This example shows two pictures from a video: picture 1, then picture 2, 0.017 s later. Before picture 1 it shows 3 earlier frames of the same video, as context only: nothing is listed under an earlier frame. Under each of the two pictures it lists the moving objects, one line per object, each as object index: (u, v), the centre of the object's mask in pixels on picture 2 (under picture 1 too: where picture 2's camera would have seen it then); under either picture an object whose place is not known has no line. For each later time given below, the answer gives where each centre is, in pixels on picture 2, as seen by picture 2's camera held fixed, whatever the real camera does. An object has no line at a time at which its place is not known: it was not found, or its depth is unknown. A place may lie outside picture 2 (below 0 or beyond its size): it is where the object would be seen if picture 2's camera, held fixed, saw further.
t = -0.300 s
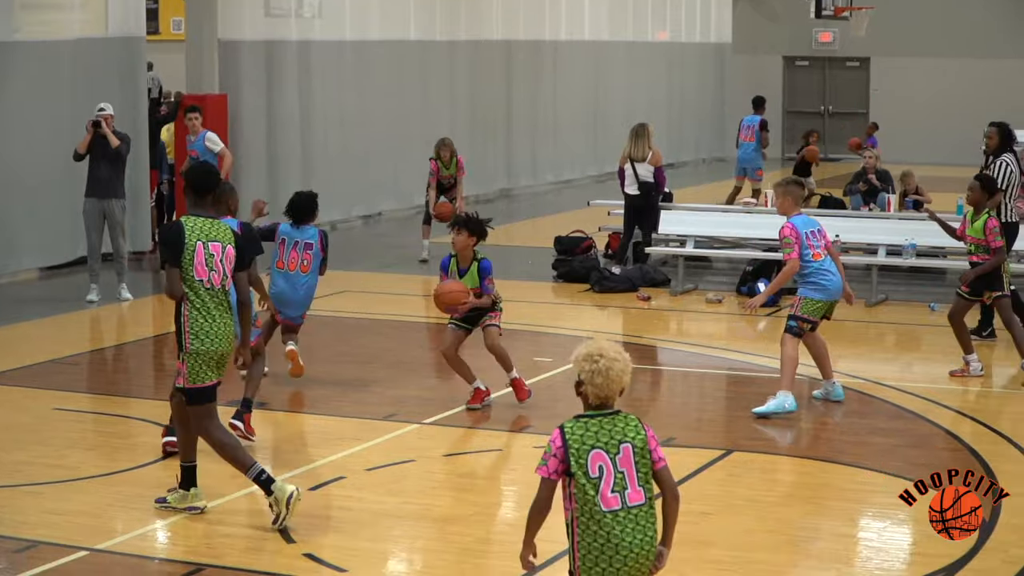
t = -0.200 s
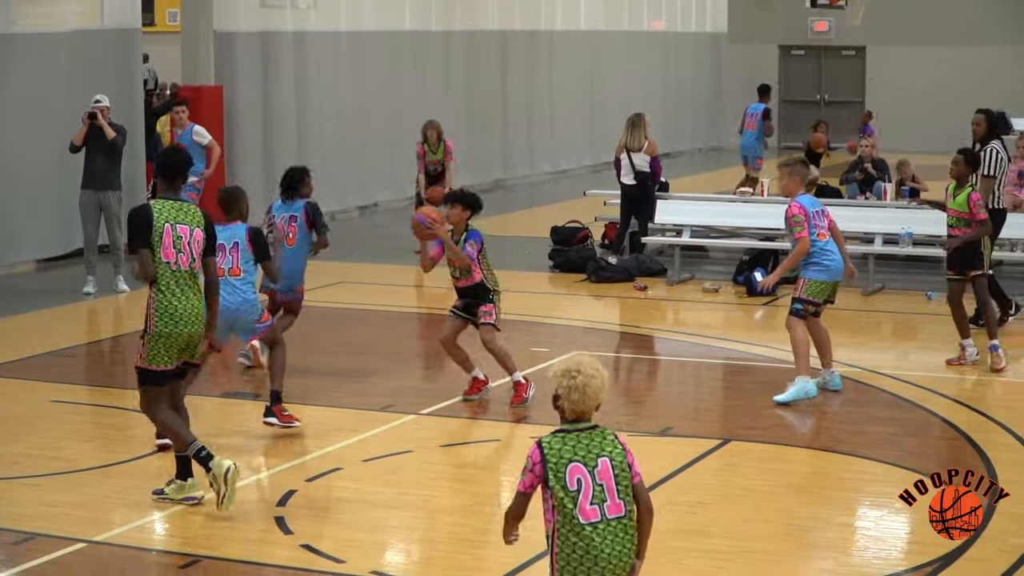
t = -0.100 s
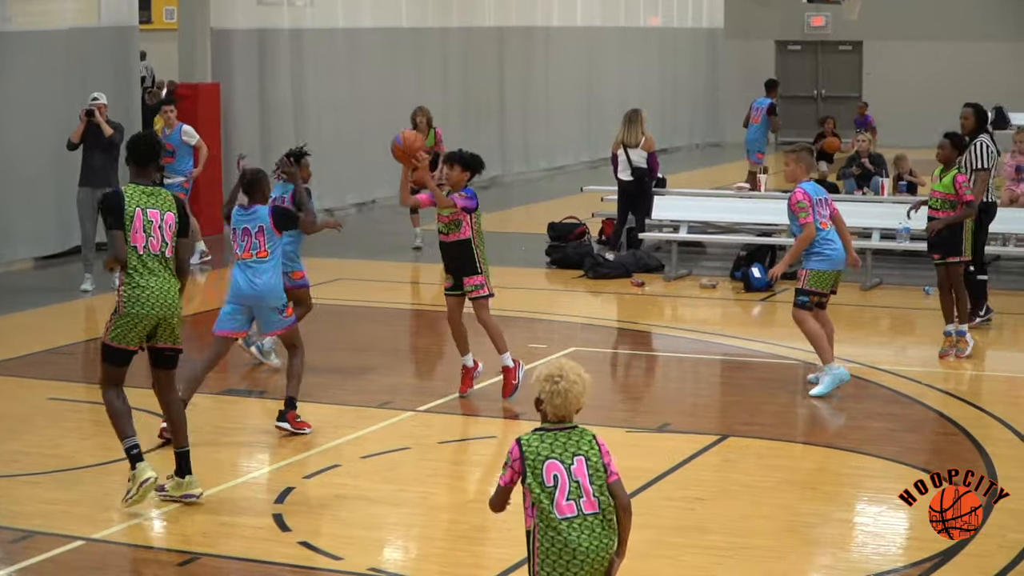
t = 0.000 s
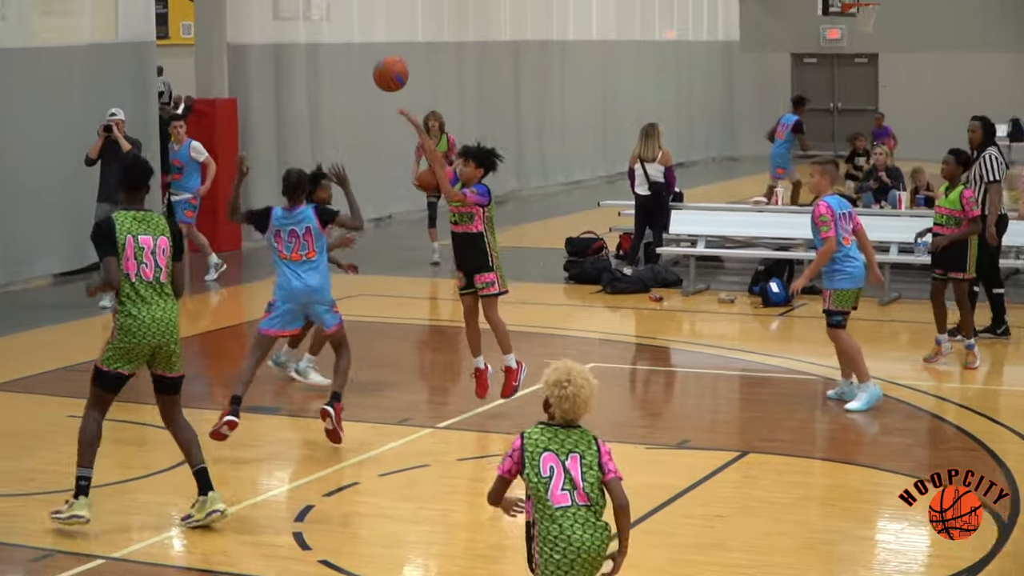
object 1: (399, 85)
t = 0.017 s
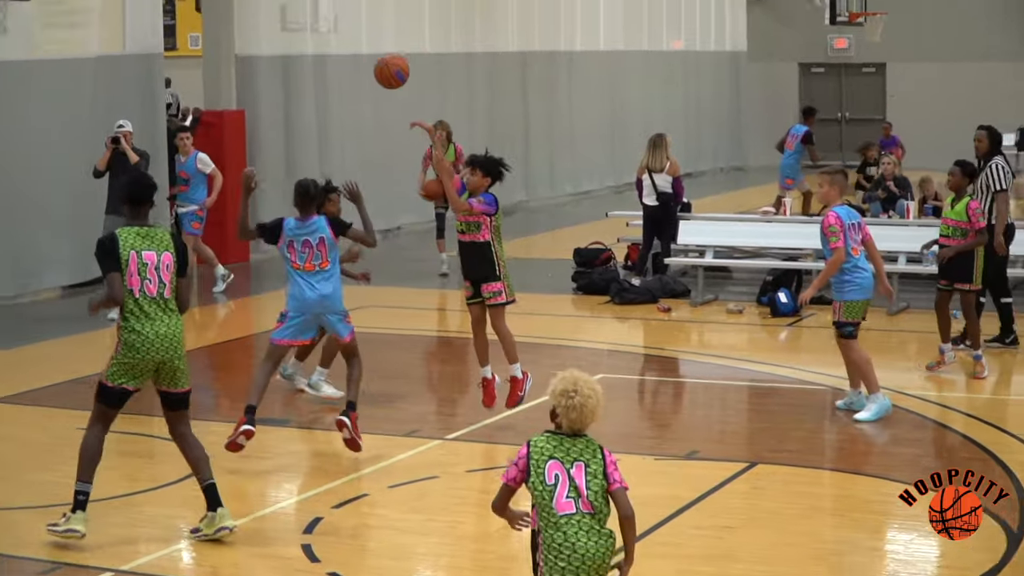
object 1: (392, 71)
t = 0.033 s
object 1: (385, 57)
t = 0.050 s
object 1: (377, 44)
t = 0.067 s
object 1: (370, 31)
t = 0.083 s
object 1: (364, 18)
